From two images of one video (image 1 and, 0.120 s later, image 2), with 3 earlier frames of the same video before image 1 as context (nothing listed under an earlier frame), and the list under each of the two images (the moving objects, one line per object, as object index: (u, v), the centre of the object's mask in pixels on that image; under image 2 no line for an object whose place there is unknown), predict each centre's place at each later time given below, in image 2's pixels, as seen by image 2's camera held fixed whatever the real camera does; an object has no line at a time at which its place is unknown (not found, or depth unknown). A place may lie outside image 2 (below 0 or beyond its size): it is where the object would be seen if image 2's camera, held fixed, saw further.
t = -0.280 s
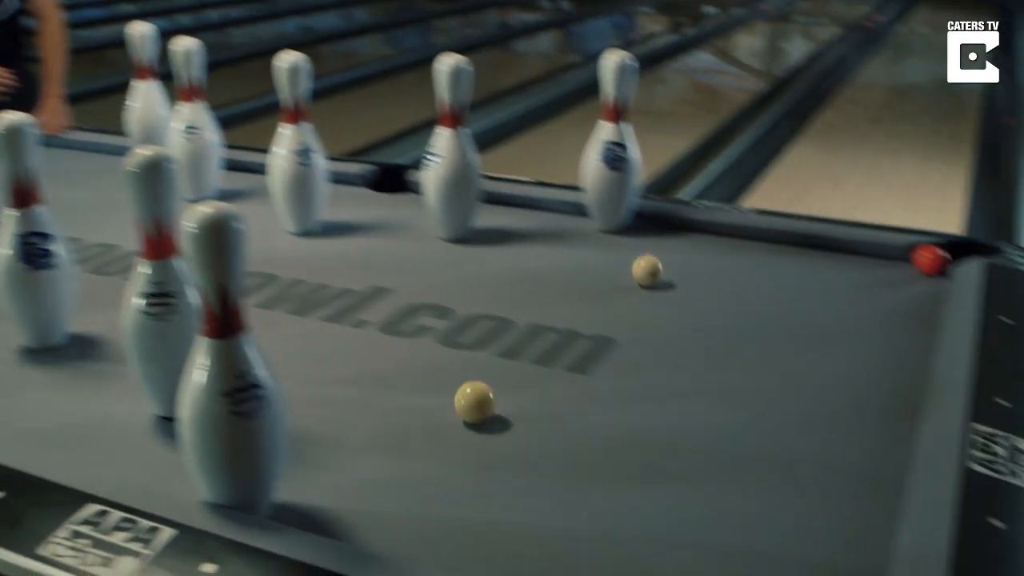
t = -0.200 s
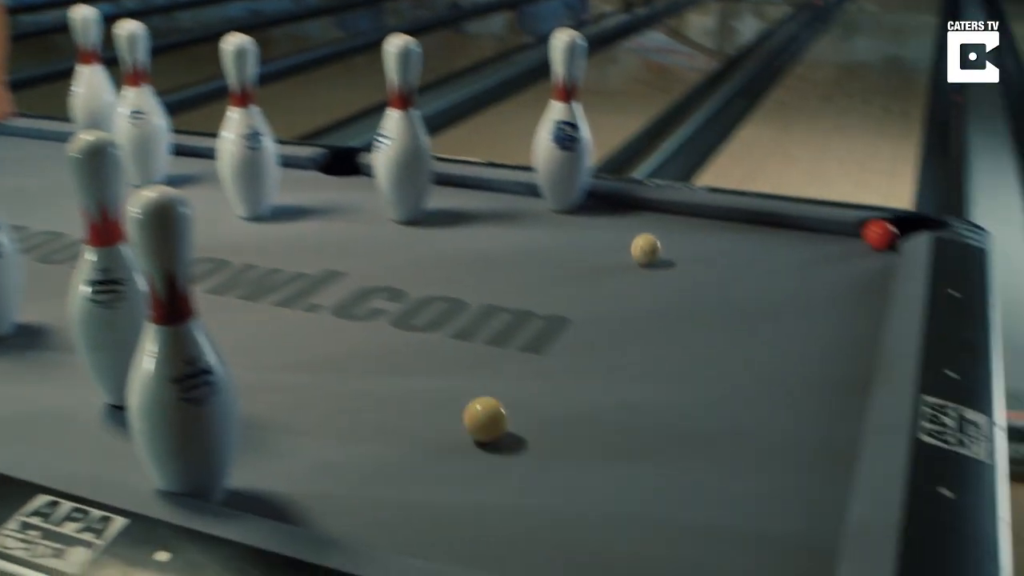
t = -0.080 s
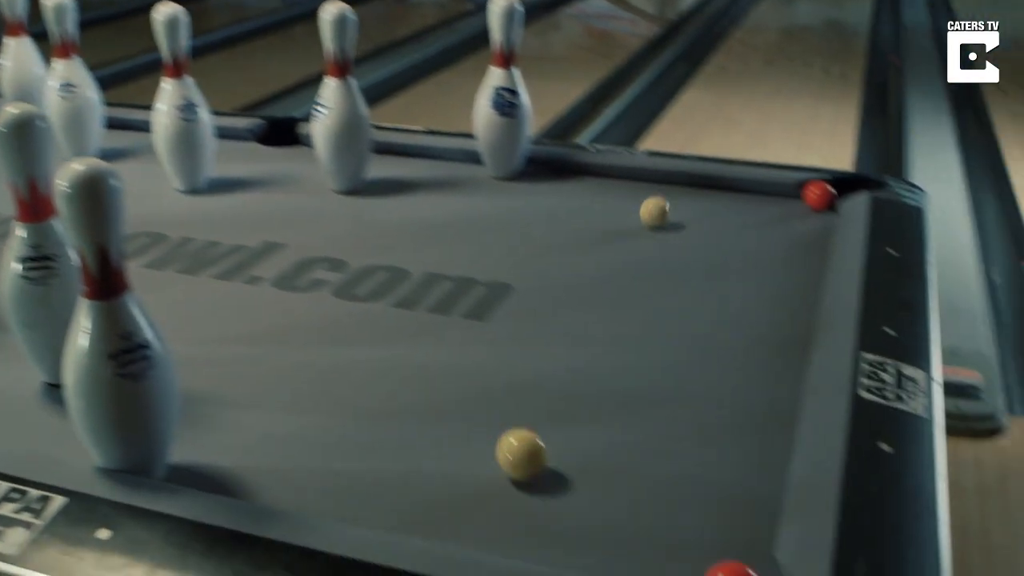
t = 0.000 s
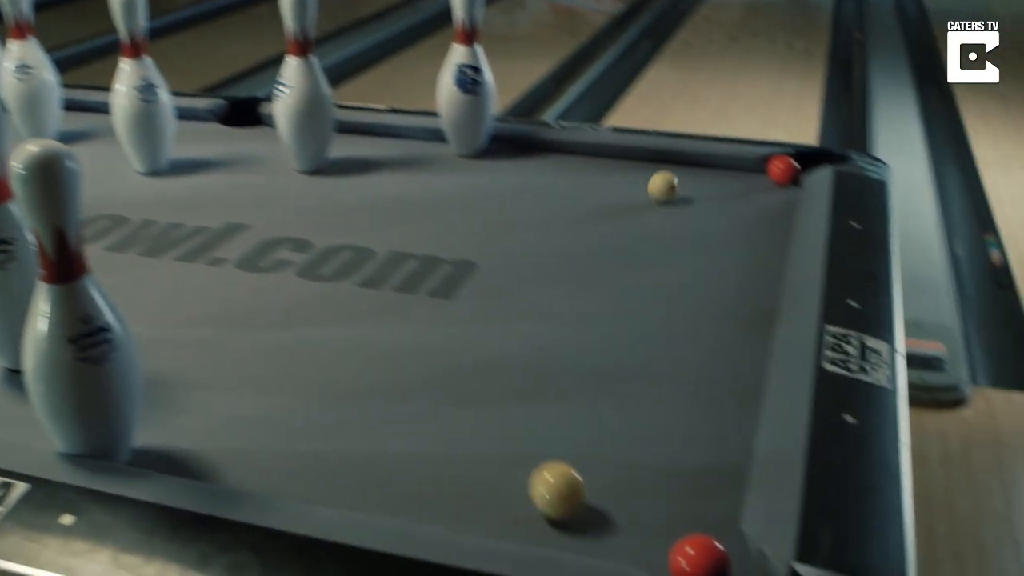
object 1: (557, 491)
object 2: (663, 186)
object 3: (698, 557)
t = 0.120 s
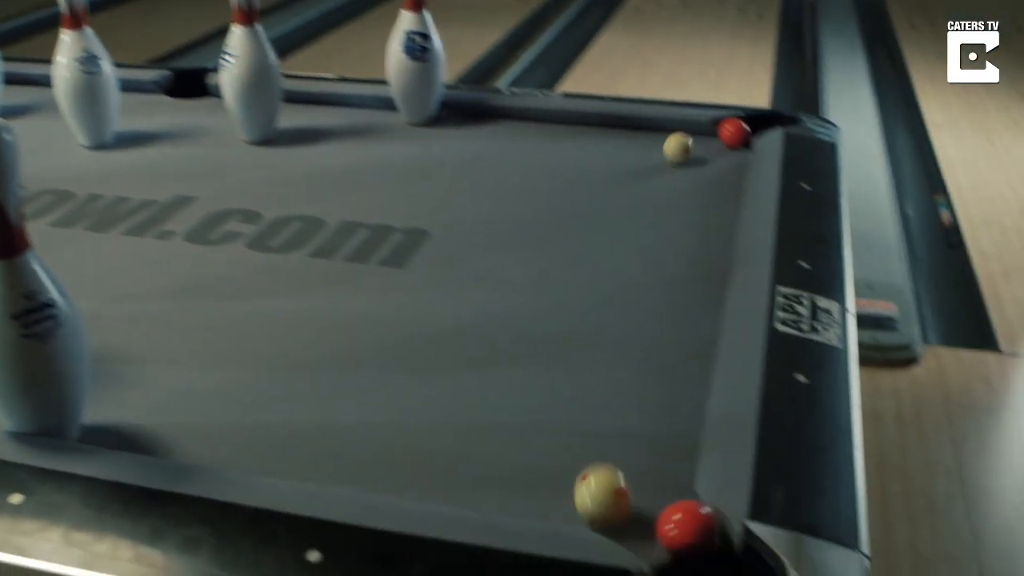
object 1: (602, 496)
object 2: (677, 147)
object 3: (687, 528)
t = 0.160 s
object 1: (612, 479)
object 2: (697, 146)
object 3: (692, 540)
